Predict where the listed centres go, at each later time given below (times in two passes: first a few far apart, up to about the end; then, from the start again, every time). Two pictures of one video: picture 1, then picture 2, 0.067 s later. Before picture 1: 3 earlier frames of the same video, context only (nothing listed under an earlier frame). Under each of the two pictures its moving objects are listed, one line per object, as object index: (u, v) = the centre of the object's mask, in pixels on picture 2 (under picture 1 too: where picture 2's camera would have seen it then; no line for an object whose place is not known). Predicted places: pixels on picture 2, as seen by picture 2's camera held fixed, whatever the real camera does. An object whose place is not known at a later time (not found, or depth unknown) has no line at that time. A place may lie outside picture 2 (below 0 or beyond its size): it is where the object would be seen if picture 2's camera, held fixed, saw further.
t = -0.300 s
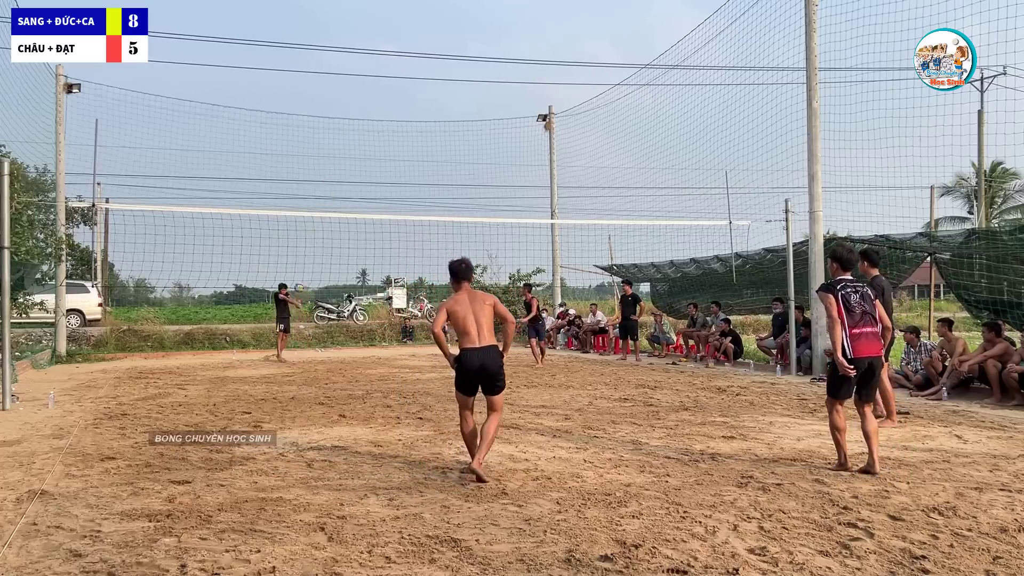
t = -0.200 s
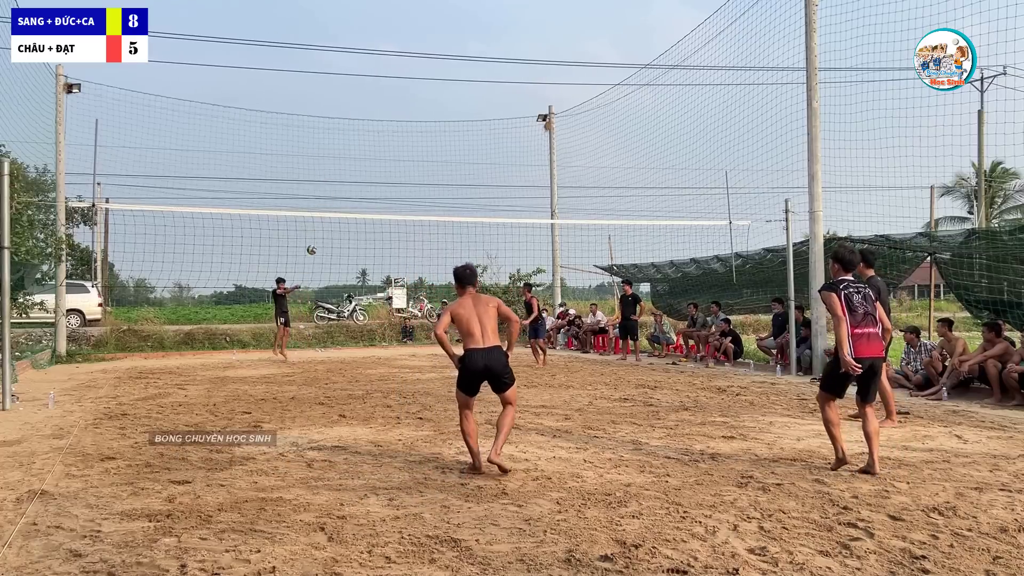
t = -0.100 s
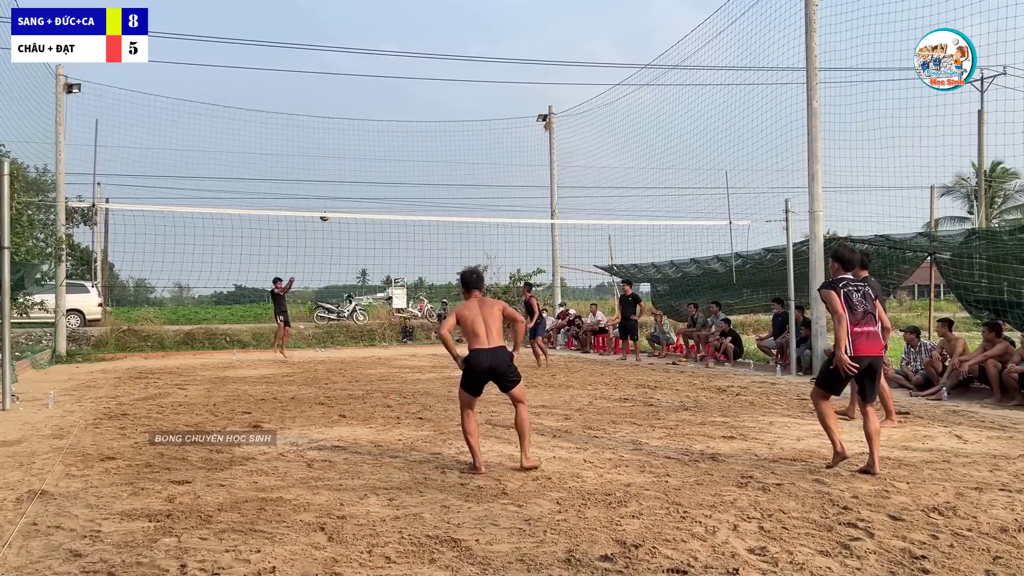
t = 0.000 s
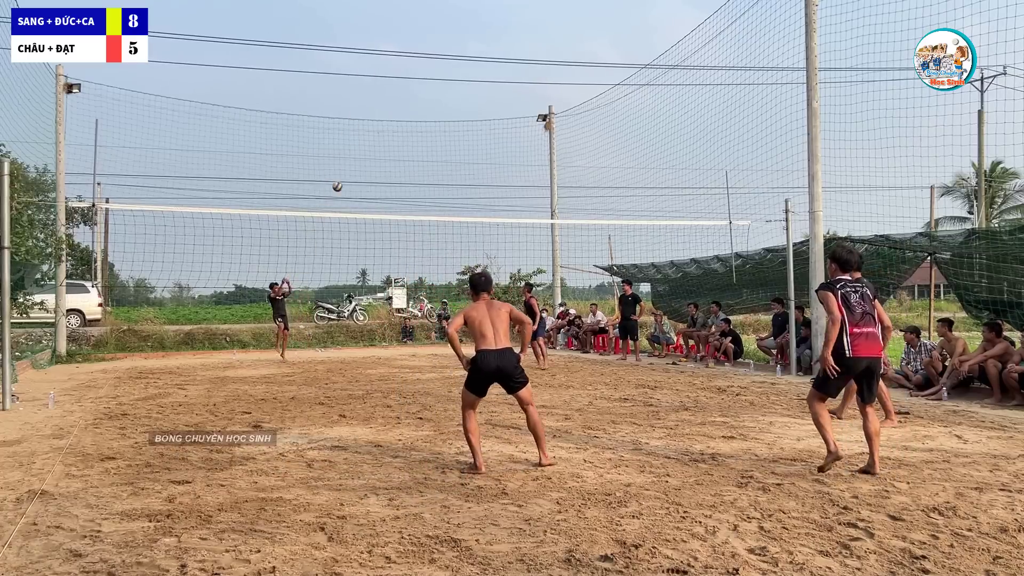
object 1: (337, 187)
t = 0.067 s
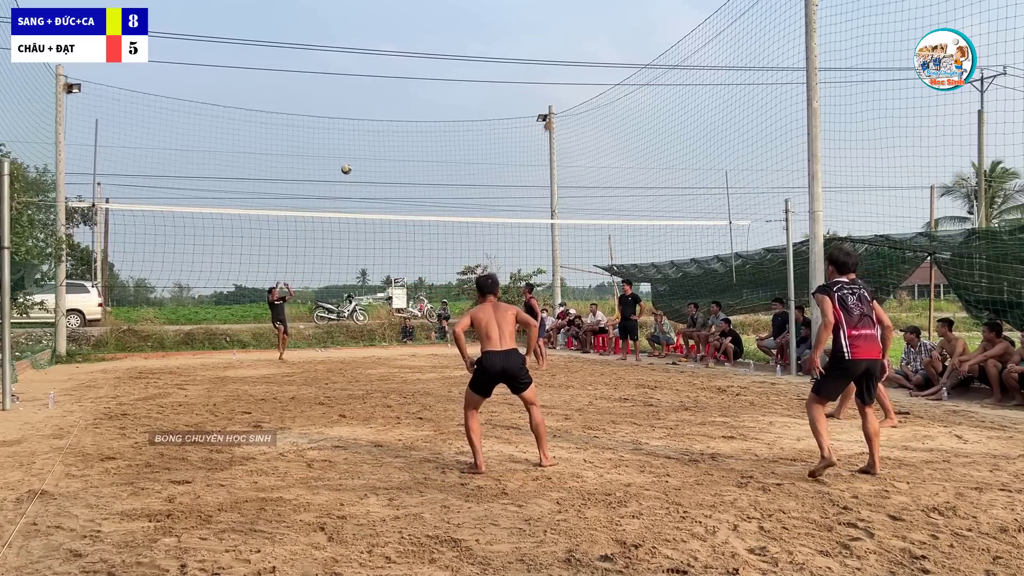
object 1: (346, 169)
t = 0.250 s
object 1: (370, 132)
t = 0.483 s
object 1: (403, 106)
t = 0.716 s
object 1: (437, 107)
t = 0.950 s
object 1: (472, 138)
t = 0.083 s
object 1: (348, 165)
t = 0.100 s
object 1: (351, 161)
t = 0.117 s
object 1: (353, 157)
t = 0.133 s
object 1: (355, 154)
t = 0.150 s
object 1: (357, 150)
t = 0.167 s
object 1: (359, 147)
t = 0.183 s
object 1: (361, 144)
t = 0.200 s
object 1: (364, 140)
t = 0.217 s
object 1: (366, 137)
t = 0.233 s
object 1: (368, 134)
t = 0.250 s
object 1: (370, 132)
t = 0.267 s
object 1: (373, 129)
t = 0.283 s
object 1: (375, 126)
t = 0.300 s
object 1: (377, 124)
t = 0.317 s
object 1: (379, 121)
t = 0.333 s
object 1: (382, 119)
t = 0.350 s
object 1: (384, 117)
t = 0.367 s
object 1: (386, 115)
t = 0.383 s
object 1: (389, 113)
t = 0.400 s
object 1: (391, 111)
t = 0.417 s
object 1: (393, 110)
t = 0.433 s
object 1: (396, 109)
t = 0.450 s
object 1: (398, 107)
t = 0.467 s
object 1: (400, 106)
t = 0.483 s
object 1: (403, 106)
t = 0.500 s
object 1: (405, 105)
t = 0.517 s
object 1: (407, 104)
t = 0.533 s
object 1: (410, 103)
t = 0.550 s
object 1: (412, 103)
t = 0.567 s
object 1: (415, 103)
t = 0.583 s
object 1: (417, 103)
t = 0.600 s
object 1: (420, 103)
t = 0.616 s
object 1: (422, 103)
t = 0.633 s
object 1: (424, 104)
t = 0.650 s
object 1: (427, 104)
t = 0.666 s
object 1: (429, 104)
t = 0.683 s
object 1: (432, 105)
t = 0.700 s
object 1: (434, 106)
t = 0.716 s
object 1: (437, 107)
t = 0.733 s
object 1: (439, 108)
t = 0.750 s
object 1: (442, 110)
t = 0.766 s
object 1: (444, 111)
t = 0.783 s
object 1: (446, 113)
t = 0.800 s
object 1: (449, 115)
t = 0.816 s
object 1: (451, 117)
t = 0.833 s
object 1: (454, 119)
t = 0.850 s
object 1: (456, 121)
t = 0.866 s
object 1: (459, 124)
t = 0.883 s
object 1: (462, 126)
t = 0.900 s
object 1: (464, 129)
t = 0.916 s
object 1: (467, 132)
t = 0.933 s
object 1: (469, 135)
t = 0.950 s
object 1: (472, 138)
